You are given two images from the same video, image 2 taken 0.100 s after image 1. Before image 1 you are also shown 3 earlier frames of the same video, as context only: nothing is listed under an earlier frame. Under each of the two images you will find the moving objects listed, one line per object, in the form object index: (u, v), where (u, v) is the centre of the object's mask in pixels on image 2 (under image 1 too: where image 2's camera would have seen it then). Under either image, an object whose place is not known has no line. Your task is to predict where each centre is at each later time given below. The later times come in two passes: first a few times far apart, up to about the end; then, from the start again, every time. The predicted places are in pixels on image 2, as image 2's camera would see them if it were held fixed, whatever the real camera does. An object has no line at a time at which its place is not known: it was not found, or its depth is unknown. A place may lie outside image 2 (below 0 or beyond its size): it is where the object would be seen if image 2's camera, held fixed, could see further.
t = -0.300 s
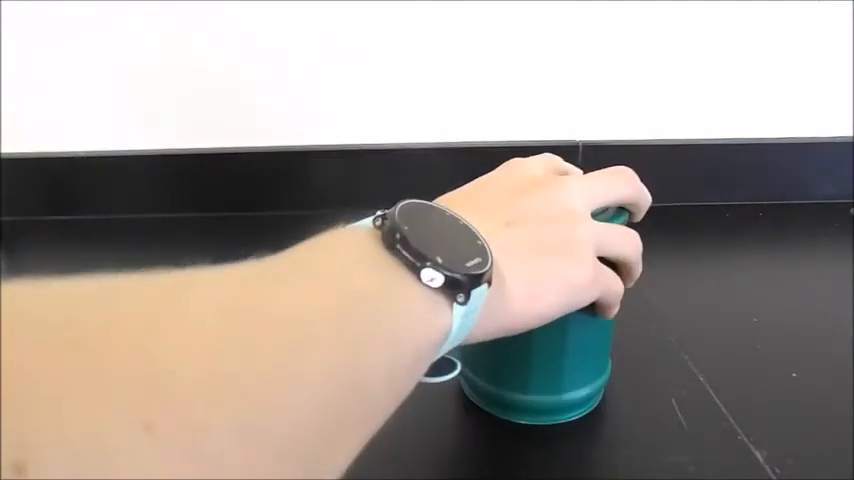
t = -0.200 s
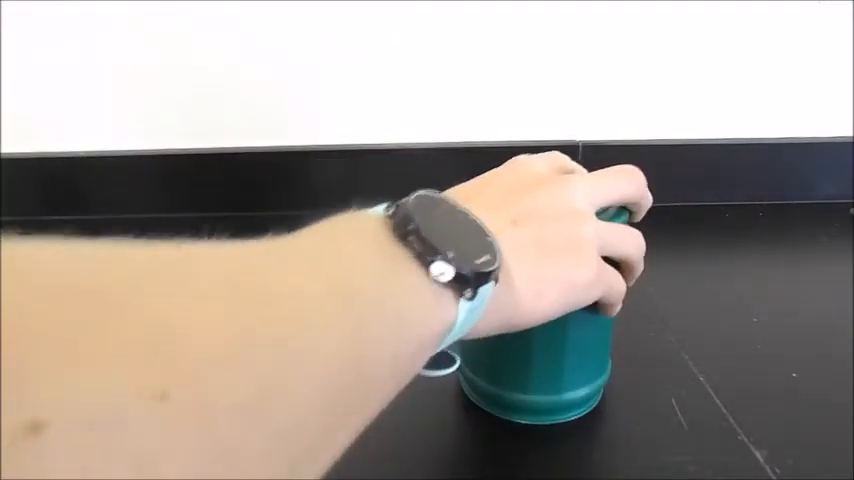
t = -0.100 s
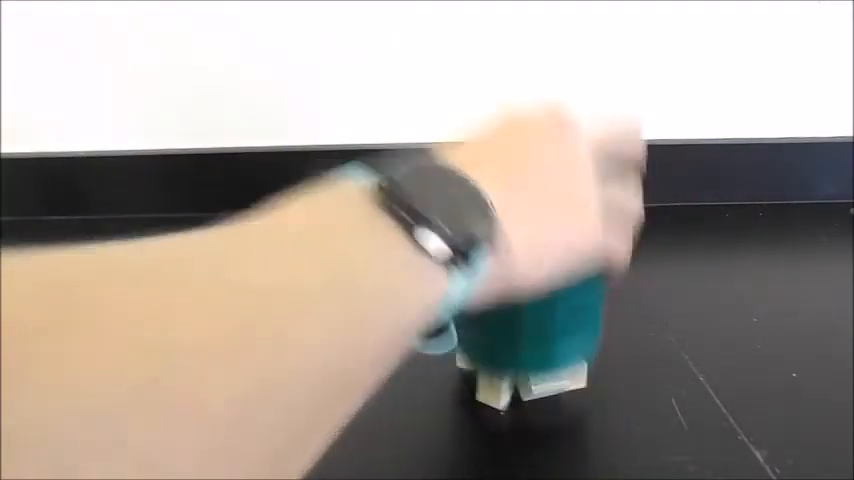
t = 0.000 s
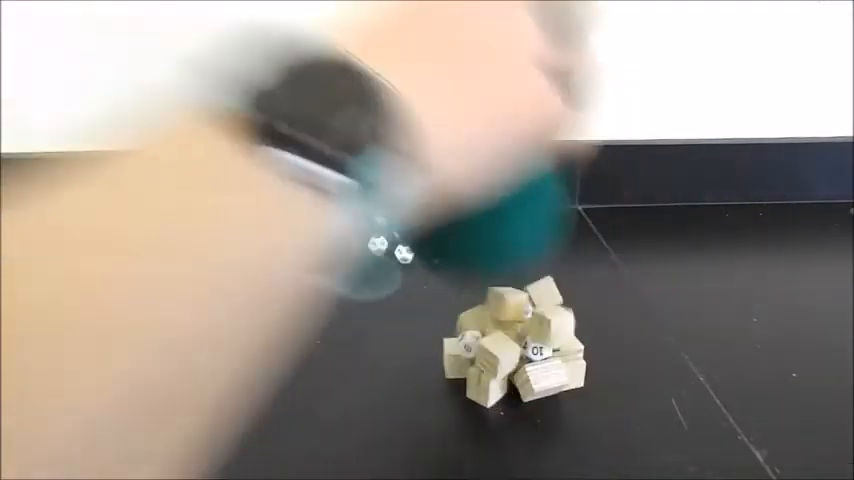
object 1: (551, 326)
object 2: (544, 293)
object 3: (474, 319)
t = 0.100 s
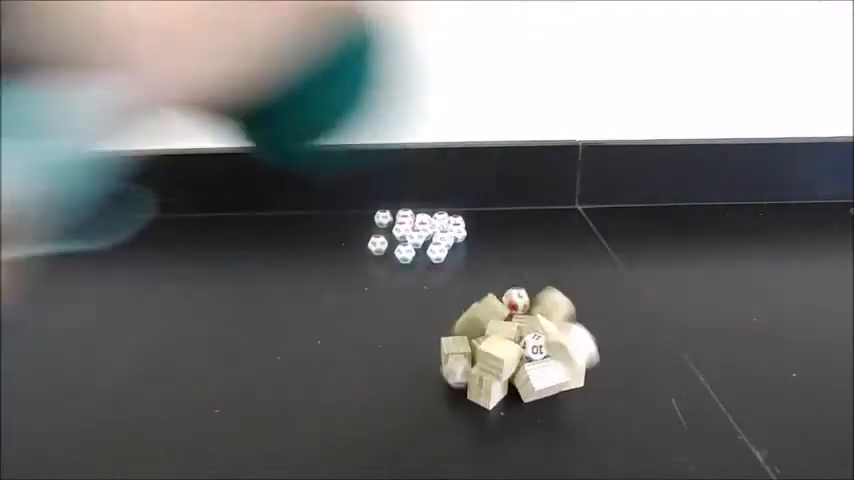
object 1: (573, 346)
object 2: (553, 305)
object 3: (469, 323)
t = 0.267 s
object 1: (632, 389)
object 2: (594, 312)
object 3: (458, 316)
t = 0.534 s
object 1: (644, 385)
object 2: (601, 308)
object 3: (457, 316)
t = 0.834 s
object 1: (644, 385)
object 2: (601, 308)
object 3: (457, 316)
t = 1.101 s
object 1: (644, 385)
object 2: (601, 308)
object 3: (457, 316)
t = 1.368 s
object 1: (644, 385)
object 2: (601, 308)
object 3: (457, 316)
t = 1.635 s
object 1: (644, 385)
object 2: (601, 308)
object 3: (457, 316)
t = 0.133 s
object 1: (592, 363)
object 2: (562, 315)
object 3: (466, 321)
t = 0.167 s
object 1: (593, 384)
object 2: (575, 318)
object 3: (463, 318)
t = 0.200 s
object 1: (608, 386)
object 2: (581, 316)
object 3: (464, 318)
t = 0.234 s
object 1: (621, 387)
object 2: (590, 312)
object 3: (460, 317)
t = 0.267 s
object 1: (632, 389)
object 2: (594, 312)
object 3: (458, 316)
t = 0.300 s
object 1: (639, 388)
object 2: (600, 310)
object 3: (458, 316)
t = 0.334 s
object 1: (643, 387)
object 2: (601, 308)
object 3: (457, 316)
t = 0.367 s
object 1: (644, 386)
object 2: (601, 308)
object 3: (457, 316)
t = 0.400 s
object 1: (644, 385)
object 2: (601, 308)
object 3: (457, 316)
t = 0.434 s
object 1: (644, 385)
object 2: (601, 308)
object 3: (457, 316)
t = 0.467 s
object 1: (644, 385)
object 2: (601, 308)
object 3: (457, 316)
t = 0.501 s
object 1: (644, 385)
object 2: (601, 308)
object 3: (457, 316)
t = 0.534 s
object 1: (644, 385)
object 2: (601, 308)
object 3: (457, 316)
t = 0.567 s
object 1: (644, 385)
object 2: (601, 308)
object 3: (457, 316)
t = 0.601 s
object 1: (644, 385)
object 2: (601, 308)
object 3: (457, 316)
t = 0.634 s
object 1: (644, 385)
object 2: (601, 308)
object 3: (457, 316)
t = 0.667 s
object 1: (644, 385)
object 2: (601, 308)
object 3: (457, 316)
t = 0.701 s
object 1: (644, 385)
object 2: (601, 308)
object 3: (457, 316)
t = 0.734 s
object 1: (644, 385)
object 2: (601, 308)
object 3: (457, 316)
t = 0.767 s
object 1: (644, 385)
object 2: (601, 308)
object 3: (457, 316)
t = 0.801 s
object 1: (644, 385)
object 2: (601, 308)
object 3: (457, 316)
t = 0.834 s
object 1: (644, 385)
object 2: (601, 308)
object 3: (457, 316)
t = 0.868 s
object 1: (644, 385)
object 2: (601, 308)
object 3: (457, 316)
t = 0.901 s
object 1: (644, 385)
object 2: (601, 308)
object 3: (457, 316)
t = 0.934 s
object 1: (644, 385)
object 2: (601, 308)
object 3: (457, 316)
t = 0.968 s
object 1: (644, 385)
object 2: (601, 308)
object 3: (457, 316)
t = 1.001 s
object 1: (644, 385)
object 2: (601, 308)
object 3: (457, 316)
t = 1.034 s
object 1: (644, 385)
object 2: (601, 308)
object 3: (457, 316)
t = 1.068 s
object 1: (644, 385)
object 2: (601, 308)
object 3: (457, 316)
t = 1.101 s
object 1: (644, 385)
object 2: (601, 308)
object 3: (457, 316)
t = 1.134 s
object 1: (644, 385)
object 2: (601, 308)
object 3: (457, 316)
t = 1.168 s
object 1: (644, 385)
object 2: (601, 308)
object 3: (457, 316)
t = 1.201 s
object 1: (644, 385)
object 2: (601, 308)
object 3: (457, 316)
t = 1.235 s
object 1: (644, 385)
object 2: (601, 308)
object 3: (457, 316)
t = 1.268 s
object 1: (644, 385)
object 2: (601, 308)
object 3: (457, 316)
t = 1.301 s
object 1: (644, 385)
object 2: (601, 308)
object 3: (457, 316)
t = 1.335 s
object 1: (644, 385)
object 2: (601, 308)
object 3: (457, 316)
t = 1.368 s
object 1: (644, 385)
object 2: (601, 308)
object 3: (457, 316)
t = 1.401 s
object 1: (644, 385)
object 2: (601, 308)
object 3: (457, 316)
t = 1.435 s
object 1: (644, 385)
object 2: (601, 308)
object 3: (457, 316)
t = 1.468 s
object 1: (644, 385)
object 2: (601, 308)
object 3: (457, 316)
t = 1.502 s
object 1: (644, 385)
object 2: (601, 308)
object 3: (457, 316)
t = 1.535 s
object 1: (644, 385)
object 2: (601, 308)
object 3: (457, 316)
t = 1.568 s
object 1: (644, 385)
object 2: (601, 308)
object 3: (457, 316)
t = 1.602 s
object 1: (644, 385)
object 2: (601, 308)
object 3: (457, 316)
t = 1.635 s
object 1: (644, 385)
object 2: (601, 308)
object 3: (457, 316)
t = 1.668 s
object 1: (644, 385)
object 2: (601, 308)
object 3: (457, 316)
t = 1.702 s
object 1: (644, 385)
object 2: (601, 308)
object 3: (457, 316)
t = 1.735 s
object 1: (644, 385)
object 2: (601, 308)
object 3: (457, 316)
